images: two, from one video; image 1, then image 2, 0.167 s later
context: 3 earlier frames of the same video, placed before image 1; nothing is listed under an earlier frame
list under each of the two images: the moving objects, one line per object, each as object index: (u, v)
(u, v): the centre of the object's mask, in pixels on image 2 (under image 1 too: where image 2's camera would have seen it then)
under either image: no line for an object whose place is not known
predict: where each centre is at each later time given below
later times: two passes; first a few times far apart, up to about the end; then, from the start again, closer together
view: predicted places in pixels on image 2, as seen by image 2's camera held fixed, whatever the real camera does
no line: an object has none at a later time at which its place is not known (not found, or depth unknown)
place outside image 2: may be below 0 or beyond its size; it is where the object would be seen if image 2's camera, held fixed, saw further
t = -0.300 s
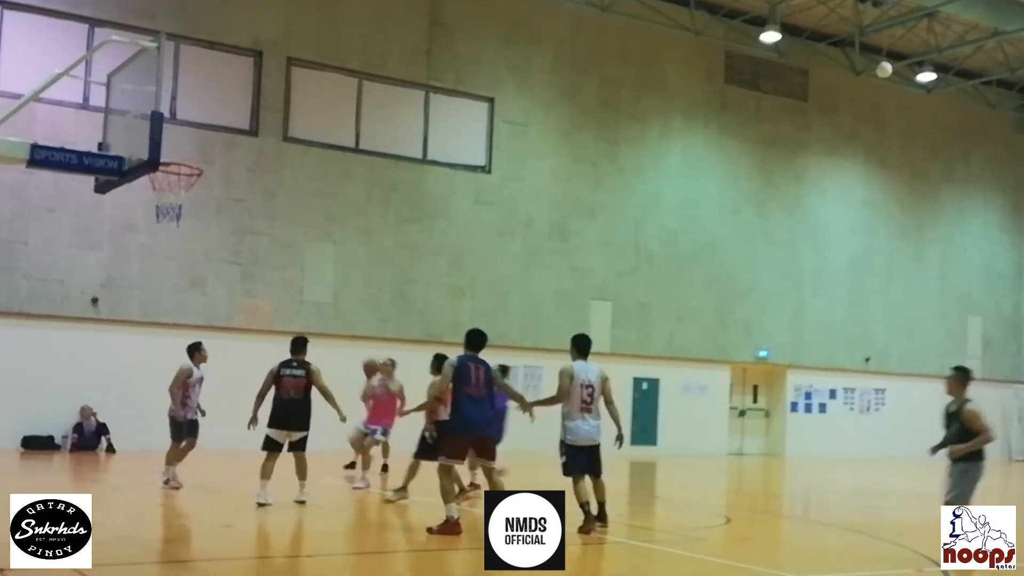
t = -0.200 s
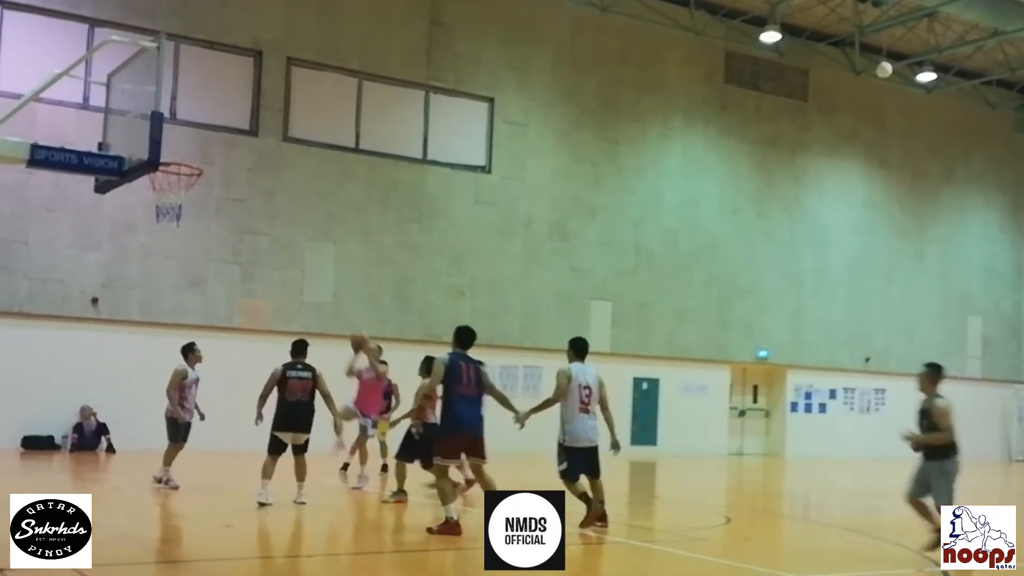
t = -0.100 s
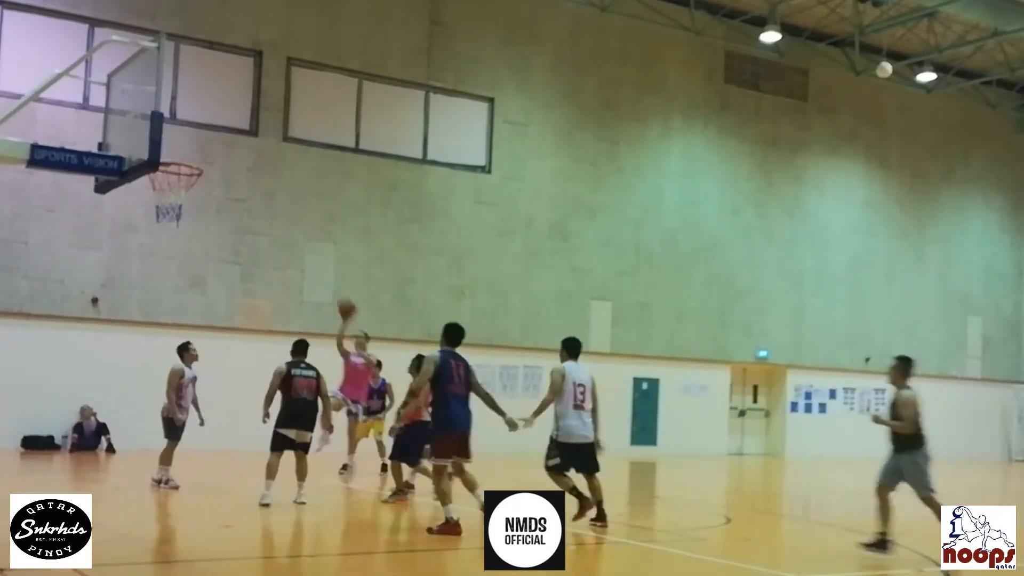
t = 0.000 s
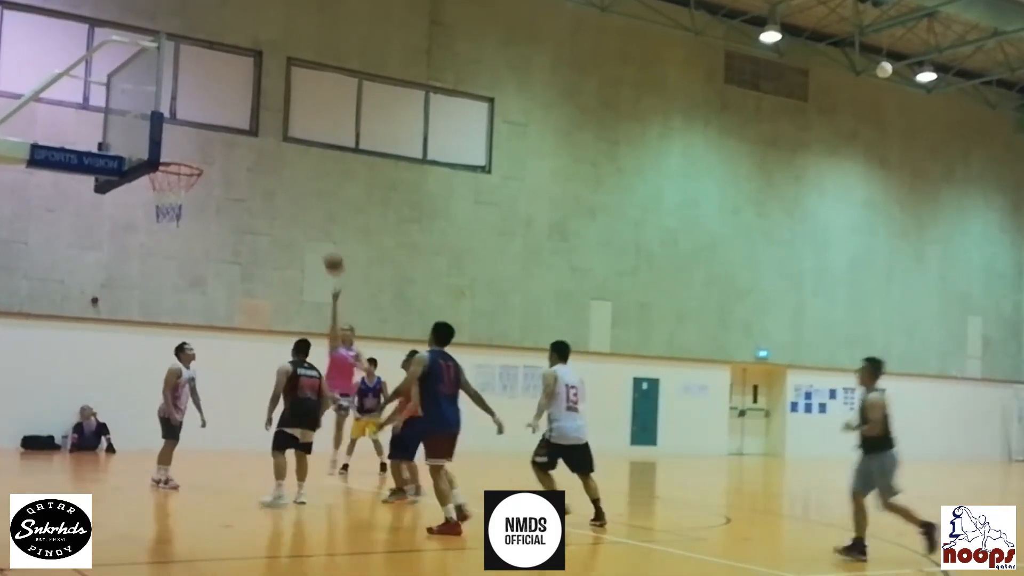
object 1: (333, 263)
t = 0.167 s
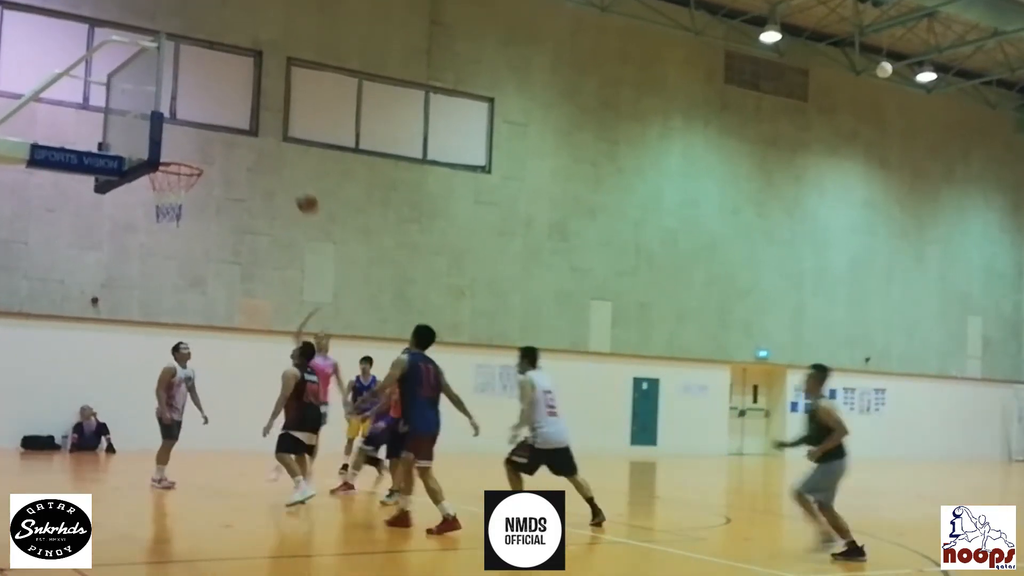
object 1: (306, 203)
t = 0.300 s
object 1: (283, 167)
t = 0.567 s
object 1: (226, 140)
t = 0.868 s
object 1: (161, 204)
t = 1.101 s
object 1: (157, 330)
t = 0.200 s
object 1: (301, 194)
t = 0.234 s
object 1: (295, 184)
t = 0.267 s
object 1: (289, 175)
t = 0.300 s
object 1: (283, 167)
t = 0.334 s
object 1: (277, 162)
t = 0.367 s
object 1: (270, 155)
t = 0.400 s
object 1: (264, 149)
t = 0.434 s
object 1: (257, 146)
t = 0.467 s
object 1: (249, 143)
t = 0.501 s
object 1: (242, 141)
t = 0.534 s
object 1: (234, 139)
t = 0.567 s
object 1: (226, 140)
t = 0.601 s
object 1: (217, 141)
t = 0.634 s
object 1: (209, 145)
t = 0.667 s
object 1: (200, 149)
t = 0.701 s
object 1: (191, 153)
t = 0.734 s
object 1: (182, 157)
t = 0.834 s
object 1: (162, 189)
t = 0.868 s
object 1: (161, 204)
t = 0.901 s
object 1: (162, 218)
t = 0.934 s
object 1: (161, 233)
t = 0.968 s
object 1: (160, 250)
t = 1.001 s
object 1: (160, 268)
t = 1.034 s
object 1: (159, 289)
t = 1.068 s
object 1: (158, 308)
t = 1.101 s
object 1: (157, 330)
